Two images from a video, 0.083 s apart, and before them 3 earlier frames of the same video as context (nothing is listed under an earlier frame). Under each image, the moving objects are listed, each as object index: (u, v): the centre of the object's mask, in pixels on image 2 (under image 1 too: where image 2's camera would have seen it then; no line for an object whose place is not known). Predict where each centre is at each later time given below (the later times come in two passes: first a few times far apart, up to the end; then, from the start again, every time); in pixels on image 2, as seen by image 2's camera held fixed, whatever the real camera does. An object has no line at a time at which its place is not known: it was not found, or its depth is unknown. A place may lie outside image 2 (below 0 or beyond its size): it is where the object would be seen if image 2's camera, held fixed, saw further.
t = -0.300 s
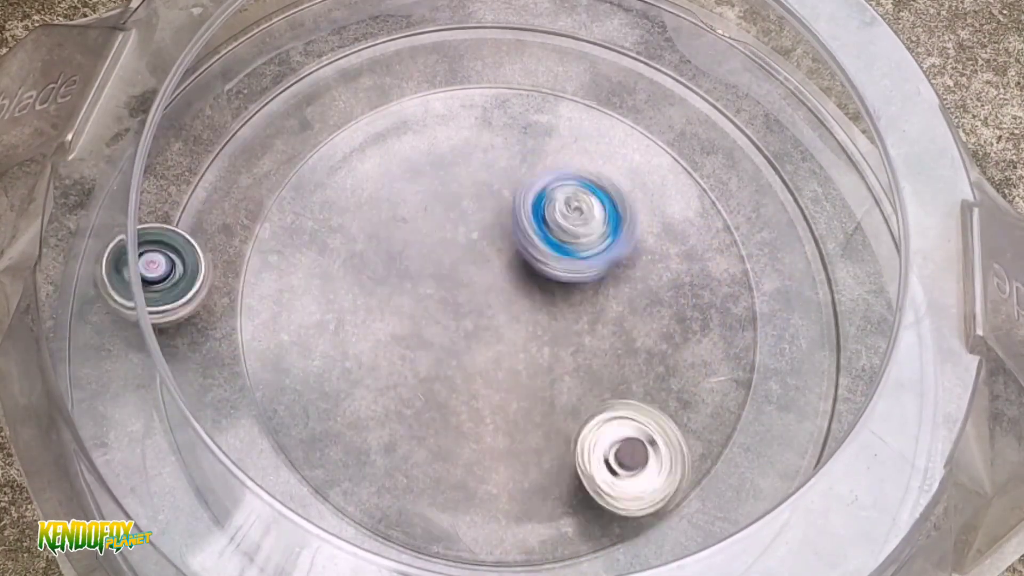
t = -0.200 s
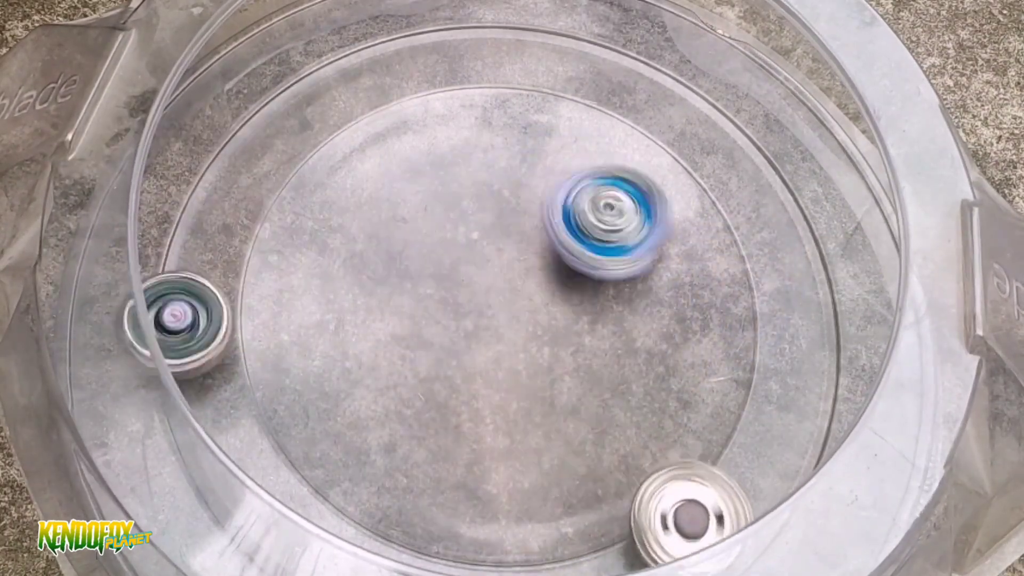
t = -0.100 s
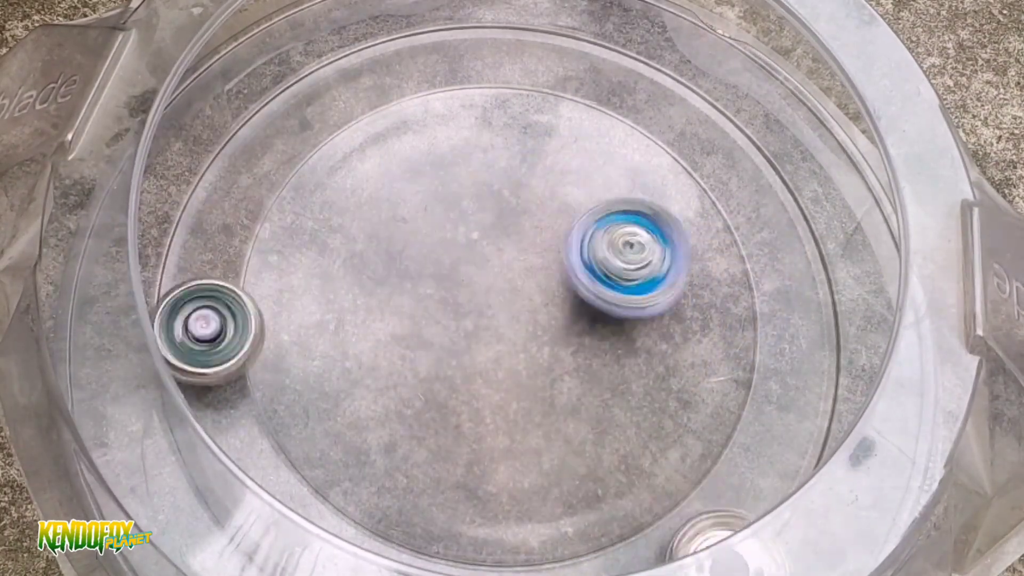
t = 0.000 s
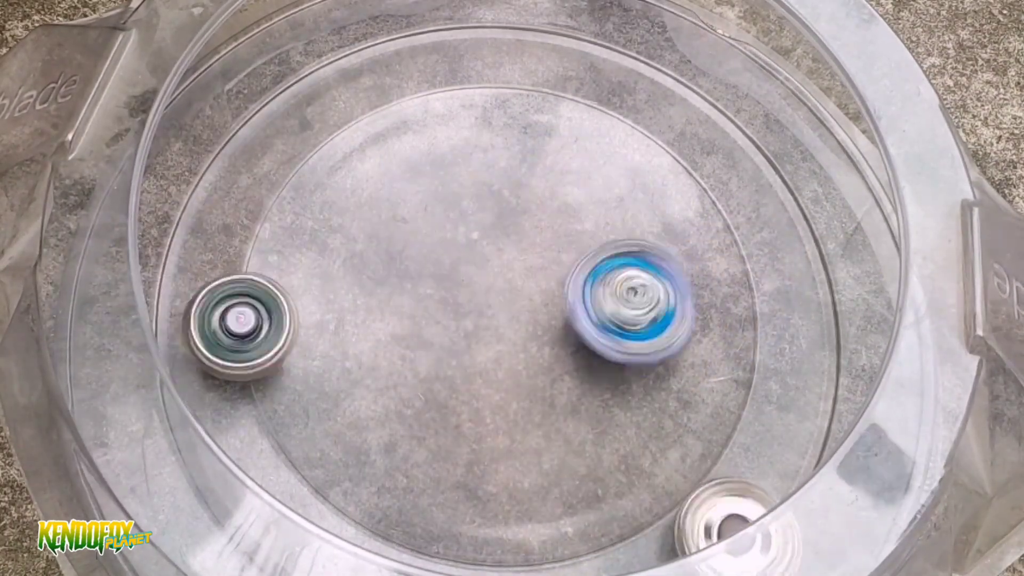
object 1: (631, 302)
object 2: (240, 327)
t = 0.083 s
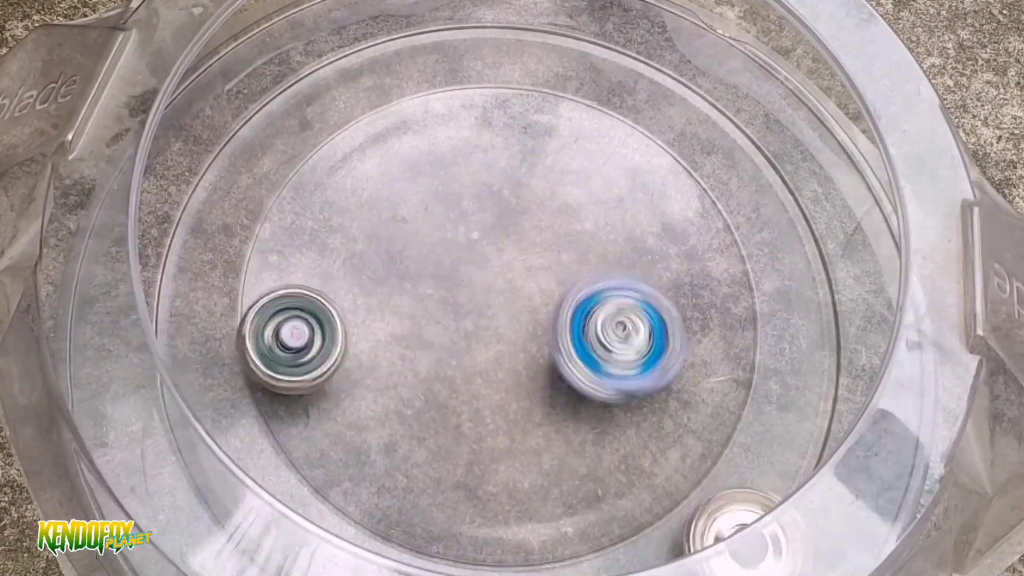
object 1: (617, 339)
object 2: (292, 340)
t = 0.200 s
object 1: (582, 377)
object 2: (378, 363)
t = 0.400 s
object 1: (586, 409)
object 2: (385, 318)
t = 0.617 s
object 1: (560, 412)
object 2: (458, 317)
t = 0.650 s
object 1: (551, 402)
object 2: (466, 317)
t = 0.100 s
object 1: (615, 343)
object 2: (305, 345)
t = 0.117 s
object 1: (612, 352)
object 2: (316, 349)
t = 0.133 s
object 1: (605, 359)
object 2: (331, 353)
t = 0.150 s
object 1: (600, 361)
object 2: (340, 354)
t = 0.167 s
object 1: (597, 368)
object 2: (355, 359)
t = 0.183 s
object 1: (589, 374)
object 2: (368, 361)
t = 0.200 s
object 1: (582, 377)
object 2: (378, 363)
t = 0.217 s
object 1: (578, 381)
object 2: (392, 364)
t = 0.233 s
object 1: (571, 387)
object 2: (403, 363)
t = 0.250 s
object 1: (563, 390)
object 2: (416, 367)
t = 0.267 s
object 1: (559, 391)
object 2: (428, 366)
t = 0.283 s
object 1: (555, 397)
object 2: (433, 365)
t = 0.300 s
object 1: (564, 395)
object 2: (420, 357)
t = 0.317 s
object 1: (574, 400)
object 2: (406, 349)
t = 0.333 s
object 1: (577, 402)
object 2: (395, 342)
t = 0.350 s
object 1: (581, 399)
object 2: (389, 333)
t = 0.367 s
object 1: (585, 406)
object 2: (385, 328)
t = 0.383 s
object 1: (582, 407)
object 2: (385, 321)
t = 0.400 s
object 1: (586, 409)
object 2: (385, 318)
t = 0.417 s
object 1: (584, 416)
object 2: (389, 315)
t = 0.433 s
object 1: (582, 416)
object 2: (393, 313)
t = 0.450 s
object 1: (585, 422)
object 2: (401, 313)
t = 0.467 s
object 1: (581, 425)
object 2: (408, 312)
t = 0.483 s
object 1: (582, 423)
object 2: (413, 314)
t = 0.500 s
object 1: (580, 428)
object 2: (421, 314)
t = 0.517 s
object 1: (575, 426)
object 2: (426, 315)
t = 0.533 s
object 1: (576, 424)
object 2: (432, 317)
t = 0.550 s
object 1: (569, 426)
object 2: (436, 316)
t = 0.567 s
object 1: (567, 421)
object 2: (442, 318)
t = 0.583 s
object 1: (568, 422)
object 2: (447, 316)
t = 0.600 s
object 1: (561, 416)
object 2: (451, 318)
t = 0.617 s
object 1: (560, 412)
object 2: (458, 317)
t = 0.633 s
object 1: (555, 410)
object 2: (460, 317)
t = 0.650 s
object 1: (551, 402)
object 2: (466, 317)
